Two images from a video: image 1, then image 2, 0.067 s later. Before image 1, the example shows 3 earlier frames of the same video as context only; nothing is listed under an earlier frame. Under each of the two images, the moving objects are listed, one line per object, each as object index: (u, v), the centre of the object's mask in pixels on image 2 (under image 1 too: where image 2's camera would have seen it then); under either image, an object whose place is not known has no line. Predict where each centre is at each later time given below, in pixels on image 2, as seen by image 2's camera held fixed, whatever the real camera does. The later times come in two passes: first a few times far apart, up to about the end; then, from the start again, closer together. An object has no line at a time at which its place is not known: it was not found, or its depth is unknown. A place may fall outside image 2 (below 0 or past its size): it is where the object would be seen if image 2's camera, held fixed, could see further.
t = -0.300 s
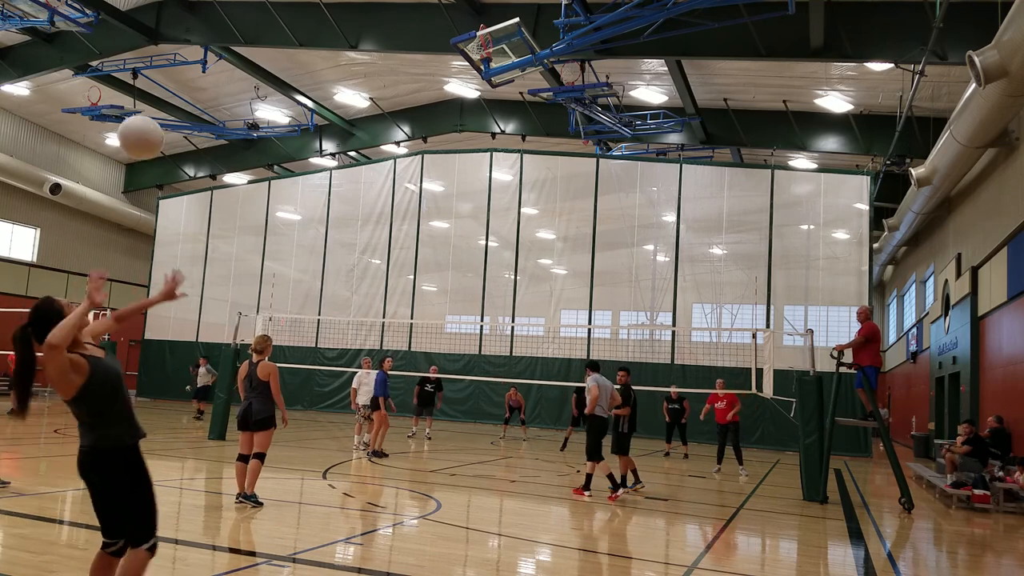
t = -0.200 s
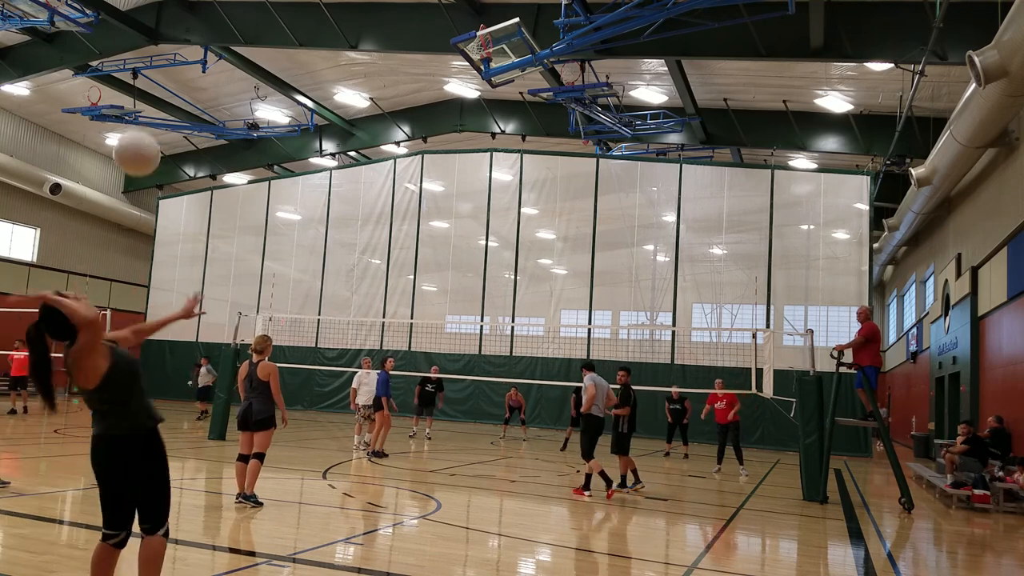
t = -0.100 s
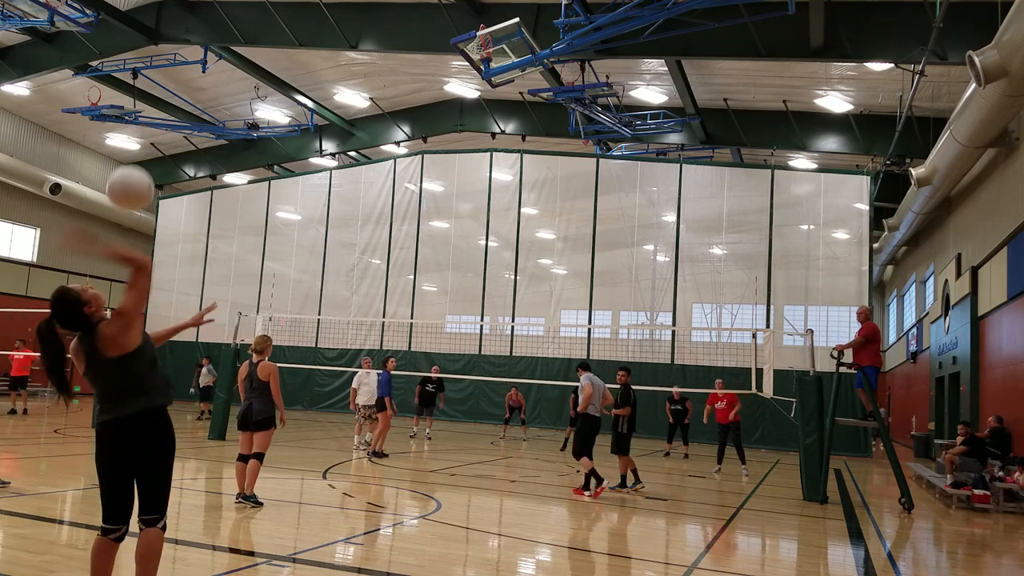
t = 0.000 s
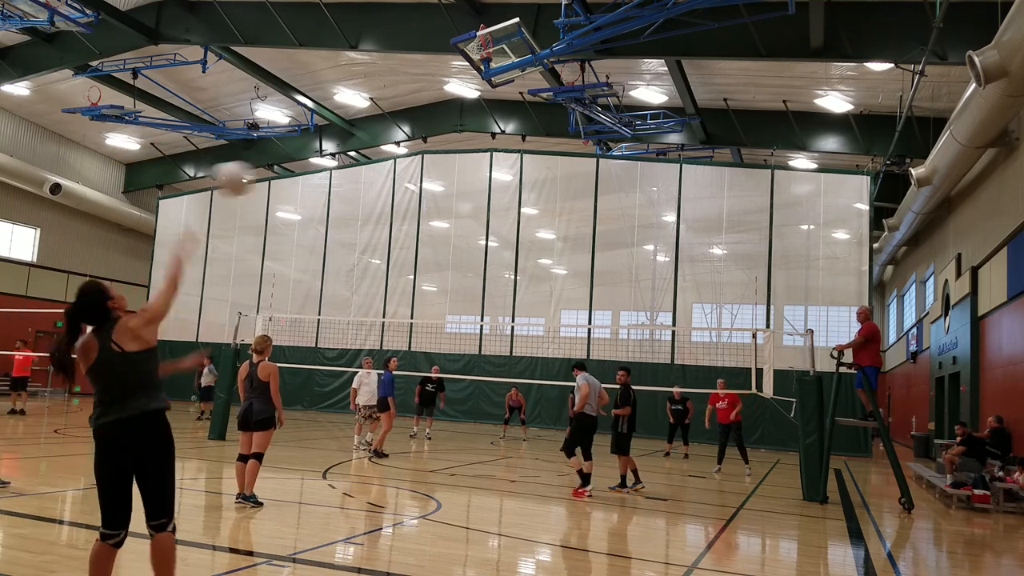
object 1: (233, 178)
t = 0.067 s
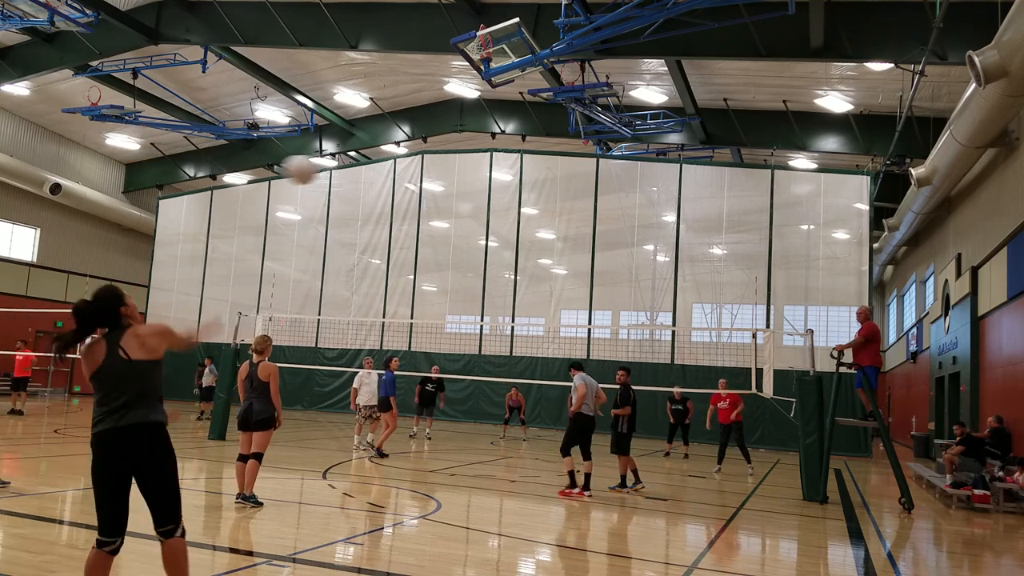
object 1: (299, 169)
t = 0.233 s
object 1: (405, 175)
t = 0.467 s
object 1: (476, 212)
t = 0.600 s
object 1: (501, 239)
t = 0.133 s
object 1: (352, 170)
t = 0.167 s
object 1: (371, 169)
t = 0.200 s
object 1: (389, 173)
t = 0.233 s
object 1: (405, 175)
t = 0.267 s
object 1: (418, 179)
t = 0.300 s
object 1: (430, 183)
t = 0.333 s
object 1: (442, 188)
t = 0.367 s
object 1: (452, 195)
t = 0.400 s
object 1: (461, 200)
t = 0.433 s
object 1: (469, 206)
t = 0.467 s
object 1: (476, 212)
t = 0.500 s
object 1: (482, 217)
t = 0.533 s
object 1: (490, 225)
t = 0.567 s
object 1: (495, 232)
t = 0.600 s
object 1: (501, 239)
